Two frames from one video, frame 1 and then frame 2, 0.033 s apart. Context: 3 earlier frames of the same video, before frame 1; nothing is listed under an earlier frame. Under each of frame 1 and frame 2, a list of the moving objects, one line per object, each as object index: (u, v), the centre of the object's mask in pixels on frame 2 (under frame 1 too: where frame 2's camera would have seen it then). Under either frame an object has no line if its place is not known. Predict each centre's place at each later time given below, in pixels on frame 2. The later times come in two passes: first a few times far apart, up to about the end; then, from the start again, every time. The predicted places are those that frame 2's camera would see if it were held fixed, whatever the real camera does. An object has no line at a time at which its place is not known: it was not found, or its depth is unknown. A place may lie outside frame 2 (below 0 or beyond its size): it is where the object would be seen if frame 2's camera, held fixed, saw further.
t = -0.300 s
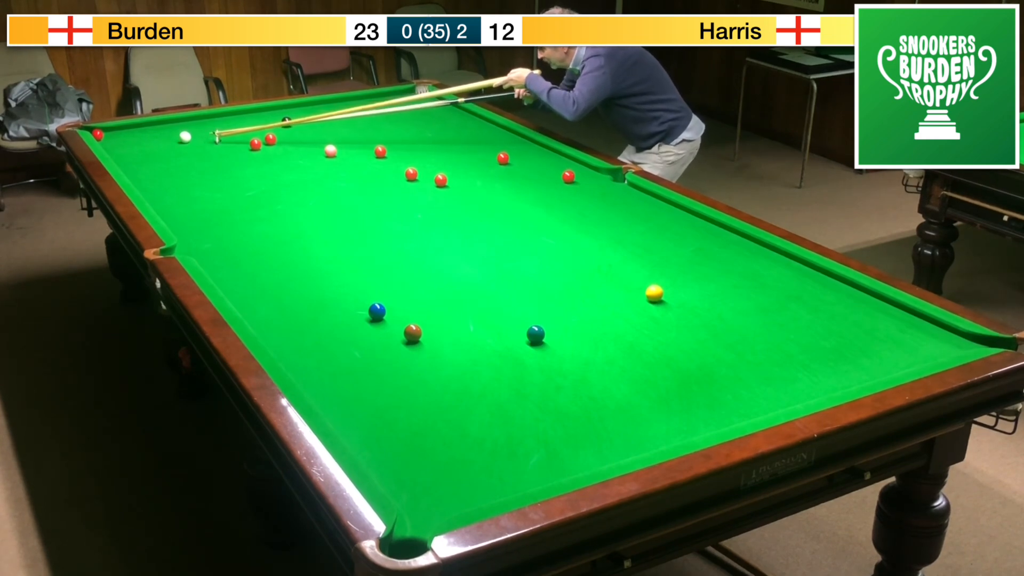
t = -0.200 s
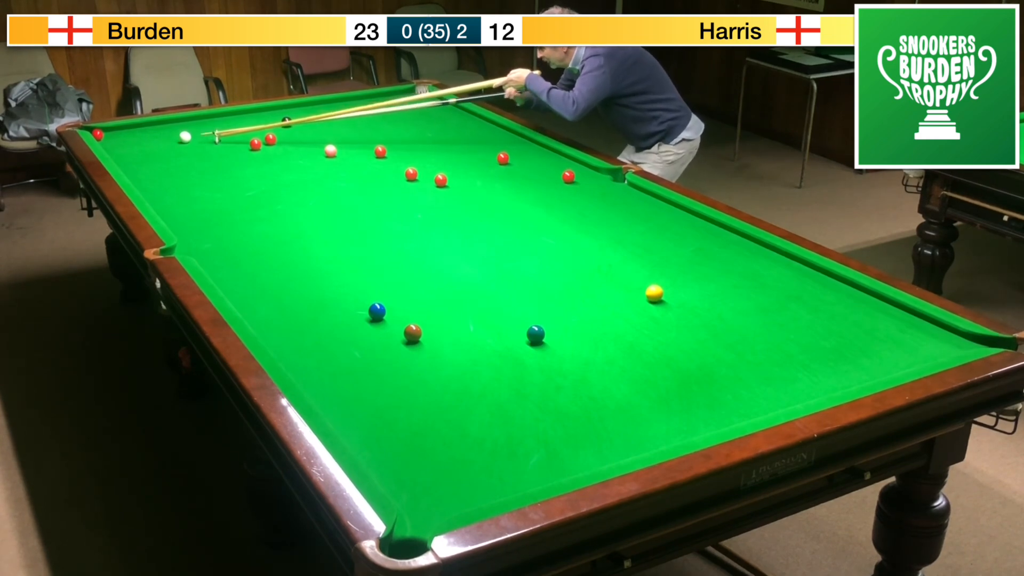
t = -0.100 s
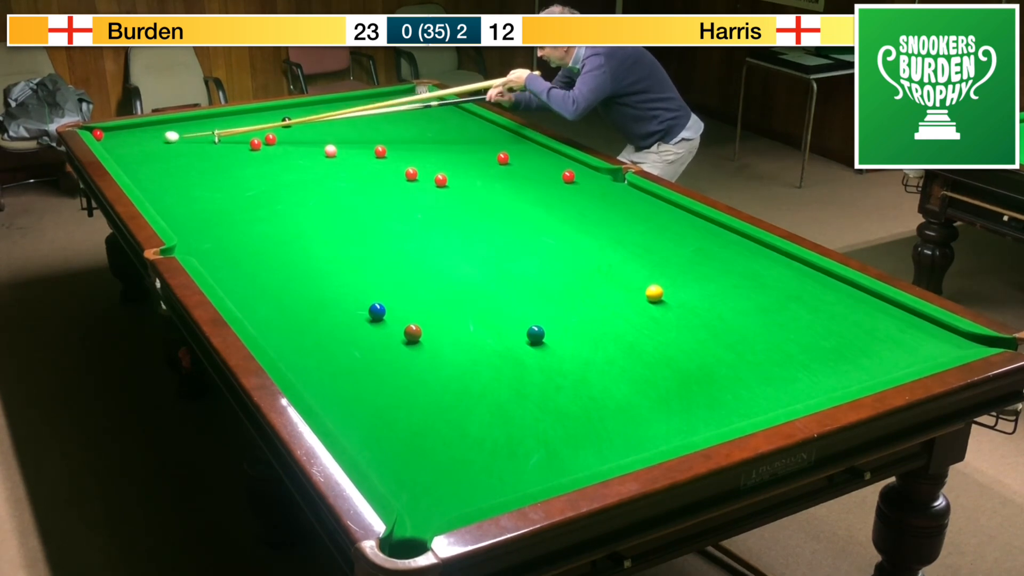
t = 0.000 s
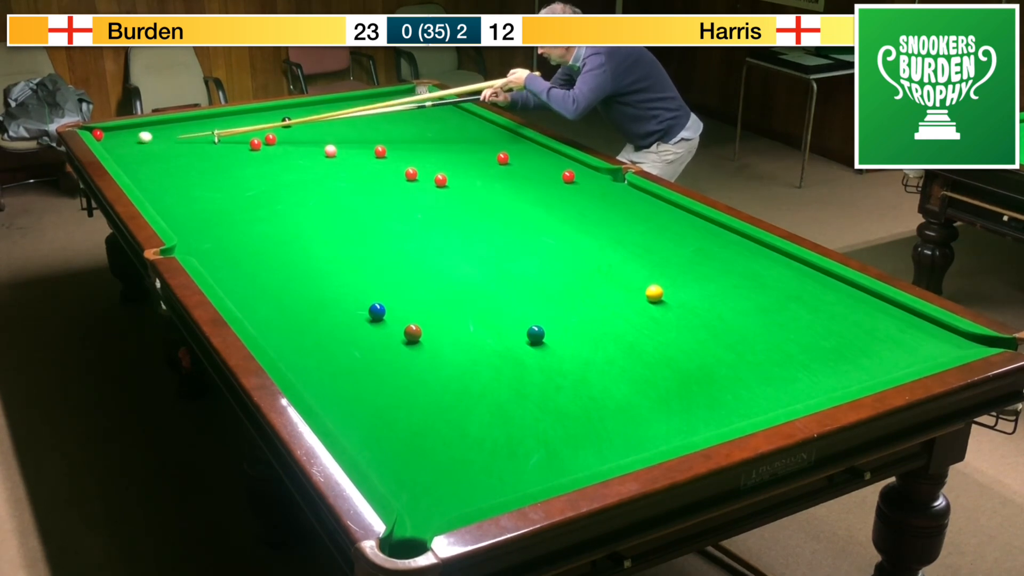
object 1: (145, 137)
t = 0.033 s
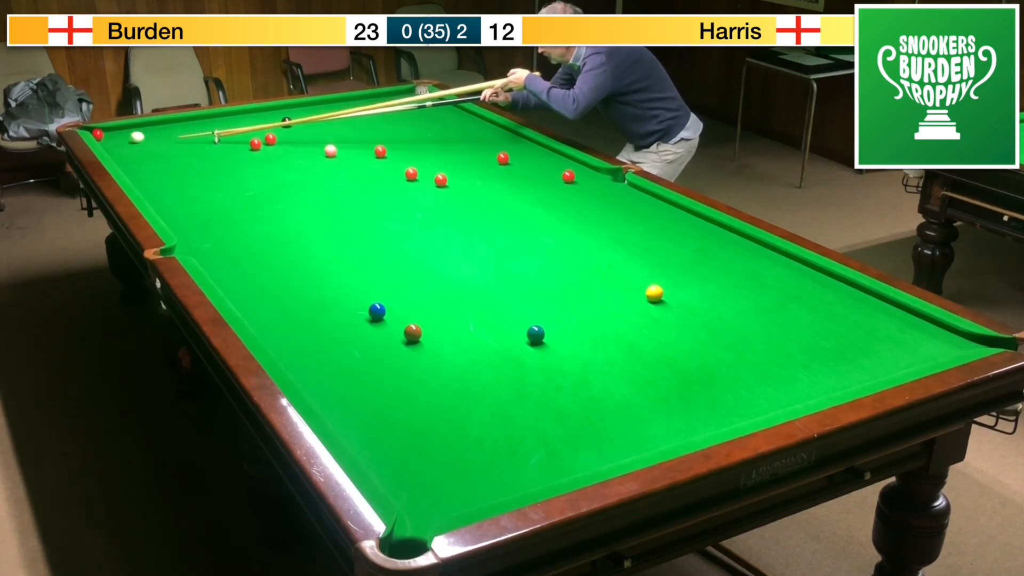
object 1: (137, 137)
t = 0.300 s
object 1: (113, 136)
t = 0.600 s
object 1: (145, 132)
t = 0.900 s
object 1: (172, 128)
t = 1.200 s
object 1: (197, 124)
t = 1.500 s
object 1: (219, 122)
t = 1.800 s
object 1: (238, 119)
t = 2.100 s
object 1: (254, 117)
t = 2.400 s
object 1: (268, 115)
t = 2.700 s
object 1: (279, 113)
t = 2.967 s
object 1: (288, 112)
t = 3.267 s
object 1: (296, 111)
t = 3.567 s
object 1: (301, 110)
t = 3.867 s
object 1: (304, 110)
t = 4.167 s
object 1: (305, 110)
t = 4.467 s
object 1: (305, 110)
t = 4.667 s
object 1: (305, 110)
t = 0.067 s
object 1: (128, 137)
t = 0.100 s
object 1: (121, 137)
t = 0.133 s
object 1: (113, 137)
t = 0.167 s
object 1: (106, 137)
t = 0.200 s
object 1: (100, 137)
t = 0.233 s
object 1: (105, 137)
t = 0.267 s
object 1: (109, 137)
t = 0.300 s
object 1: (113, 136)
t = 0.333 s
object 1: (117, 136)
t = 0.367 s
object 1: (121, 135)
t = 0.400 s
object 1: (124, 135)
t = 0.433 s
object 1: (127, 134)
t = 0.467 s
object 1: (131, 134)
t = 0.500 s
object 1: (134, 133)
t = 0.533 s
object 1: (138, 133)
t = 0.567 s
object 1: (141, 132)
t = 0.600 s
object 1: (145, 132)
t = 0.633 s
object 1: (148, 131)
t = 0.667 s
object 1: (151, 131)
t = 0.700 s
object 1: (154, 130)
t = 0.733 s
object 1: (157, 130)
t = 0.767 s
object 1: (160, 130)
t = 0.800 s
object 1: (163, 129)
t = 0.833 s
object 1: (166, 128)
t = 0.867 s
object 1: (169, 128)
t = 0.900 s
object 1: (172, 128)
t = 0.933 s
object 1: (175, 127)
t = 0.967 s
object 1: (178, 127)
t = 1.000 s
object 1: (181, 127)
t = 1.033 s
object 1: (184, 126)
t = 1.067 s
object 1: (186, 126)
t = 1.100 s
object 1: (189, 125)
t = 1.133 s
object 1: (192, 125)
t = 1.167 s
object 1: (194, 125)
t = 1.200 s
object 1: (197, 124)
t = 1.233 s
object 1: (200, 124)
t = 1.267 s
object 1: (202, 124)
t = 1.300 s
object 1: (204, 123)
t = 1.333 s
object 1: (207, 123)
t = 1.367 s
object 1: (209, 123)
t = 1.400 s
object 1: (212, 122)
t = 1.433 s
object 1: (214, 122)
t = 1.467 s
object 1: (217, 122)
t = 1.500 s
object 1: (219, 122)
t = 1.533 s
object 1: (221, 121)
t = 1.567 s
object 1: (223, 121)
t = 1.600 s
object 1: (225, 121)
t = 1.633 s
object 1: (228, 120)
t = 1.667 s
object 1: (230, 120)
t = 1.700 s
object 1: (232, 120)
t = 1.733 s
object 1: (234, 120)
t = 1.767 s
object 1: (236, 119)
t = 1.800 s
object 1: (238, 119)
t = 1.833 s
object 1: (240, 119)
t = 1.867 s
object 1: (242, 119)
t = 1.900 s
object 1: (244, 118)
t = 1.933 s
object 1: (245, 118)
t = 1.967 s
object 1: (247, 118)
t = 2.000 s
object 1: (249, 117)
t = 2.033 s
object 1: (251, 117)
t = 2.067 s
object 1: (252, 117)
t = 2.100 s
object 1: (254, 117)
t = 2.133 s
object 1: (256, 117)
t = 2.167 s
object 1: (257, 116)
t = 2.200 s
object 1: (259, 116)
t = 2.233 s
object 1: (261, 116)
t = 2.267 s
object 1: (262, 116)
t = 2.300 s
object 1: (264, 115)
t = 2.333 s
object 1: (265, 115)
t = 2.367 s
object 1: (267, 115)
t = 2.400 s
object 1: (268, 115)
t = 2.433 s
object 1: (270, 115)
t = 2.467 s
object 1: (271, 114)
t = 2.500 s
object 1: (272, 114)
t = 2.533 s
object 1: (273, 114)
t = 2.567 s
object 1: (275, 114)
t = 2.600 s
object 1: (276, 114)
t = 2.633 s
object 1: (277, 114)
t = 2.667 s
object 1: (278, 113)
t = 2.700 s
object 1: (279, 113)
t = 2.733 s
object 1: (280, 113)
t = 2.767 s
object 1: (282, 113)
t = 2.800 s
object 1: (283, 113)
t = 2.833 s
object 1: (284, 112)
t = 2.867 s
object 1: (285, 112)
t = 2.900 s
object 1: (286, 112)
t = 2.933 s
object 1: (287, 112)
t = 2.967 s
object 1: (288, 112)
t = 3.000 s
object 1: (289, 112)
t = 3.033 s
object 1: (290, 112)
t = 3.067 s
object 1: (291, 112)
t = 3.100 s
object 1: (292, 112)
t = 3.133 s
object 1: (293, 111)
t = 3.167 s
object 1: (294, 111)
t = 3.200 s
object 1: (294, 111)
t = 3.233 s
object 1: (295, 111)
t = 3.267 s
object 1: (296, 111)
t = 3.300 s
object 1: (296, 111)
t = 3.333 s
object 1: (297, 111)
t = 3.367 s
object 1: (298, 111)
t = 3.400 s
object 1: (298, 111)
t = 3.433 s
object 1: (299, 111)
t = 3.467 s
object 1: (300, 111)
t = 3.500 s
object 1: (300, 111)
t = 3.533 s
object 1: (300, 111)
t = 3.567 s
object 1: (301, 110)
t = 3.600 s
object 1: (301, 110)
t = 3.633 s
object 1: (302, 110)
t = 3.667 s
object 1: (302, 110)
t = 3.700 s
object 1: (302, 110)
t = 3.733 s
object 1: (303, 110)
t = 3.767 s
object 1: (303, 110)
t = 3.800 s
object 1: (303, 110)
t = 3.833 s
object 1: (304, 110)
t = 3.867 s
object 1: (304, 110)
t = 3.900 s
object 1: (304, 110)
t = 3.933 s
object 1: (304, 110)
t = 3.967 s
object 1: (304, 110)
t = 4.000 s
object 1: (305, 110)
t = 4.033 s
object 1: (305, 110)
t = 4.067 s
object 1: (305, 110)
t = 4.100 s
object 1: (305, 110)
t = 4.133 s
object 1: (305, 110)
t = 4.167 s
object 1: (305, 110)
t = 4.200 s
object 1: (305, 110)
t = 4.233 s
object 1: (305, 110)
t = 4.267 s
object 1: (305, 110)
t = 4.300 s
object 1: (305, 110)
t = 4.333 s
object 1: (305, 110)
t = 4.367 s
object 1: (305, 110)
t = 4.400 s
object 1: (305, 110)
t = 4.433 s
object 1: (305, 110)
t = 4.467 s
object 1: (305, 110)
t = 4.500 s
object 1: (305, 110)
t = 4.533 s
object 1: (305, 110)
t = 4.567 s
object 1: (305, 110)
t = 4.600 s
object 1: (305, 110)
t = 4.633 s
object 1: (305, 110)
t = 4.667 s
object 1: (305, 110)
